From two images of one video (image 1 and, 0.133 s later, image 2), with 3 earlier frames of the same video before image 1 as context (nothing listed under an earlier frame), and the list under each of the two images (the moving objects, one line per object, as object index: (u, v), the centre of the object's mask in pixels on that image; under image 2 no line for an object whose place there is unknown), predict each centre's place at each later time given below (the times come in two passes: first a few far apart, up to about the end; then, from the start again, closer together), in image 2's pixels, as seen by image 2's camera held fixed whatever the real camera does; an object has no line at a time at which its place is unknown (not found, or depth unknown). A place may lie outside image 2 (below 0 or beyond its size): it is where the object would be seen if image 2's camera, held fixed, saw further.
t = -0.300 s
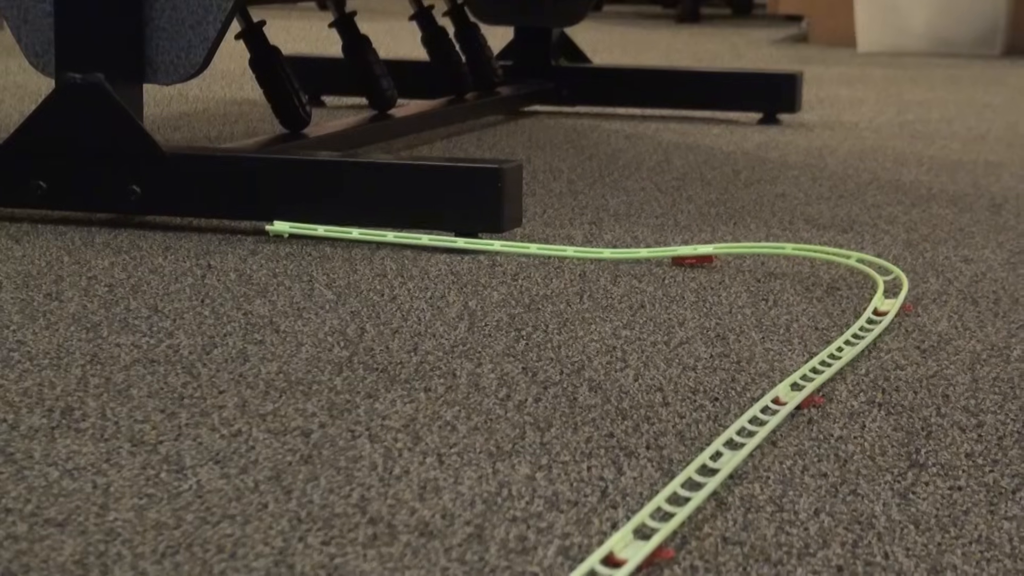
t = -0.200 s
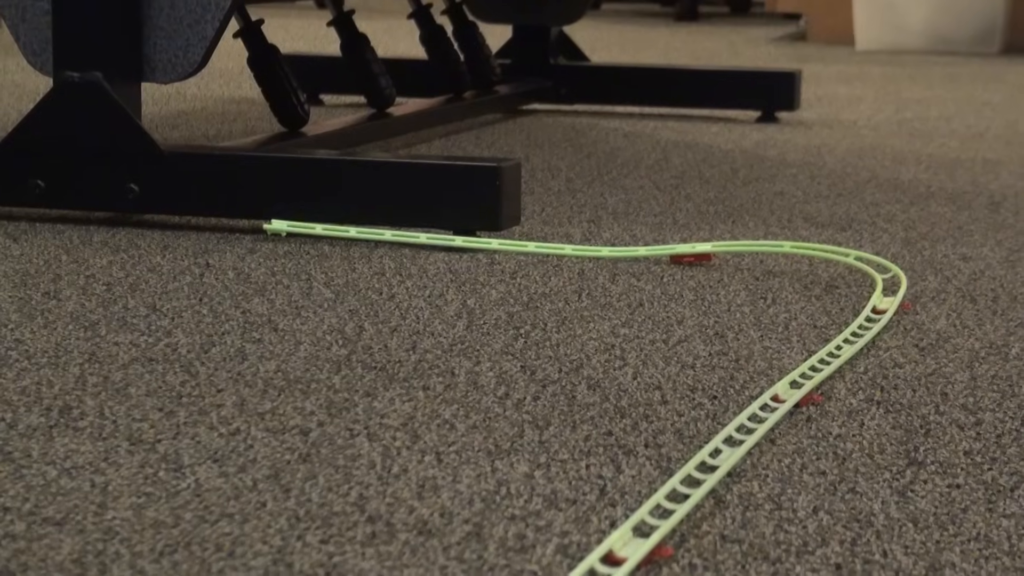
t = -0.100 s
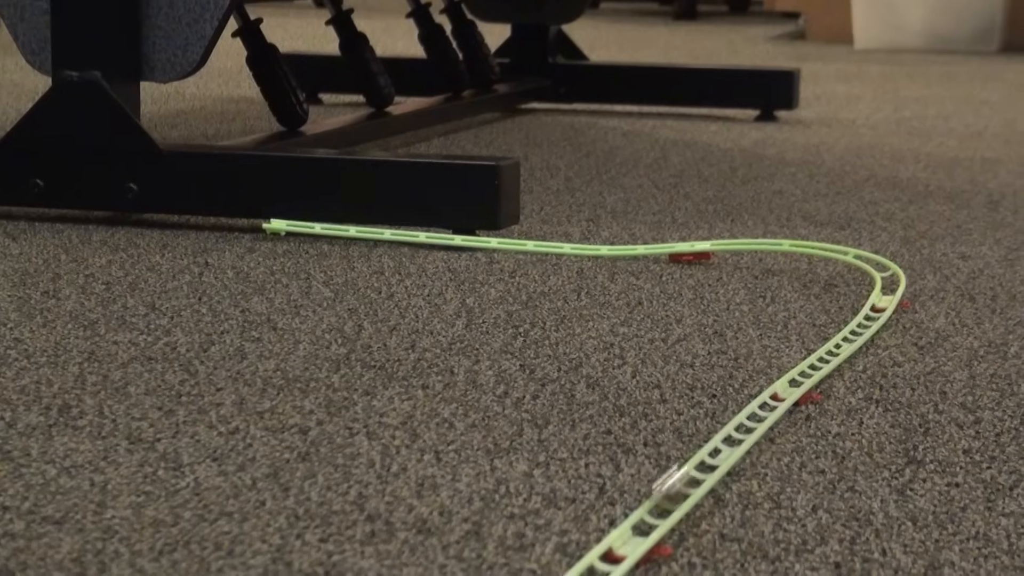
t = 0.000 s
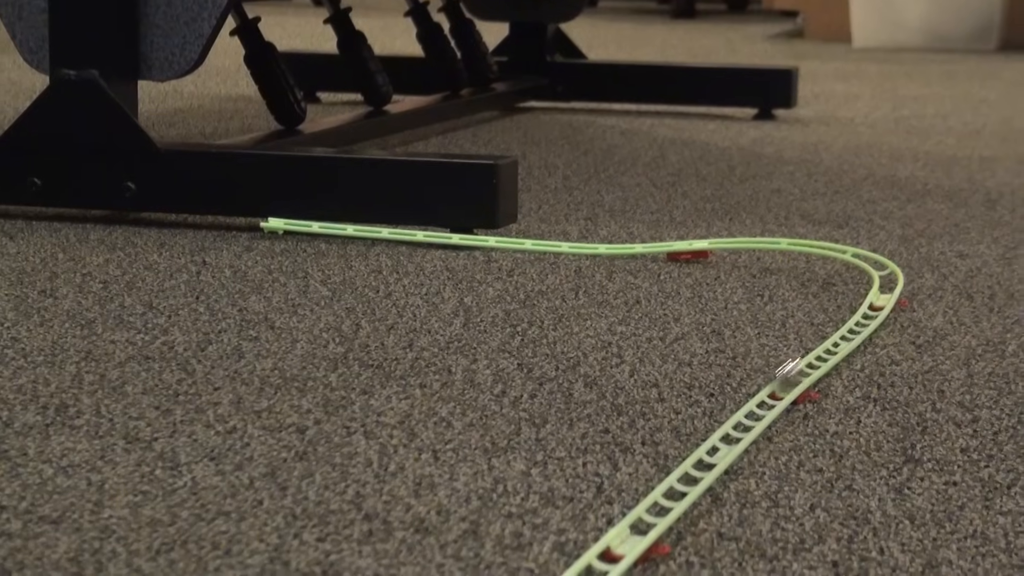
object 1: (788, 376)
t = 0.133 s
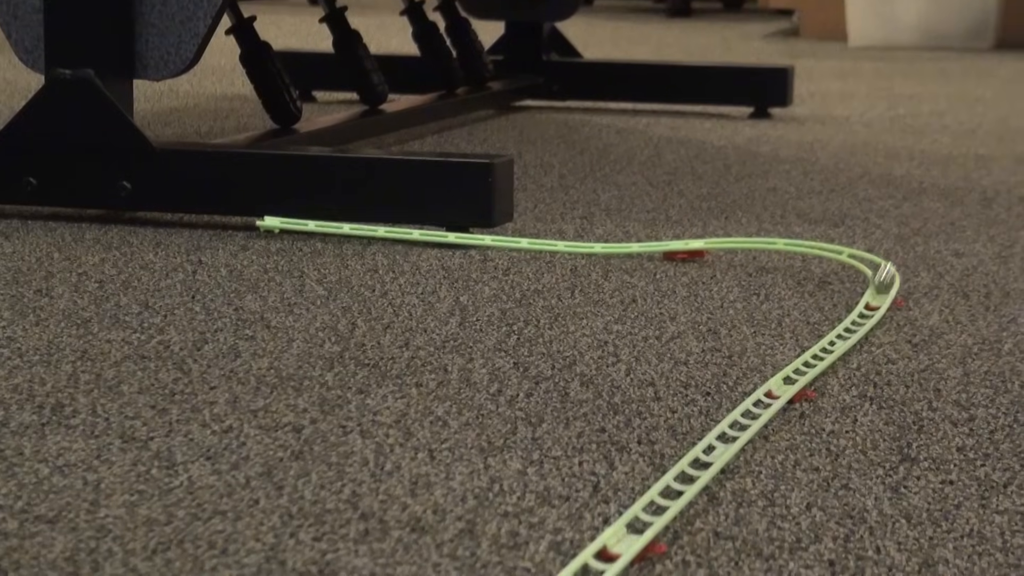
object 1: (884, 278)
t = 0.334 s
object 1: (903, 185)
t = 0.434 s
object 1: (915, 156)
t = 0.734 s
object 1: (946, 106)
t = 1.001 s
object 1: (966, 72)
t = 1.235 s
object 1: (978, 57)
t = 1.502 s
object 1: (969, 45)
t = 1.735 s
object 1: (914, 48)
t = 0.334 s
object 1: (903, 185)
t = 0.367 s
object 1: (905, 185)
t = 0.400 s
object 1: (910, 172)
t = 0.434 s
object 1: (915, 156)
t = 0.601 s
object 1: (934, 129)
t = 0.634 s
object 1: (937, 123)
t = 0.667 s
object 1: (940, 118)
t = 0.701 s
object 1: (943, 111)
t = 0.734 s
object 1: (946, 106)
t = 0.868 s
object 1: (956, 87)
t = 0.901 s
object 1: (960, 78)
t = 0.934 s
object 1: (962, 78)
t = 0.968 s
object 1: (964, 77)
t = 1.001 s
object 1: (966, 72)
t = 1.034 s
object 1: (967, 73)
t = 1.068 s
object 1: (970, 68)
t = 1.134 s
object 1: (973, 65)
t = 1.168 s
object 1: (975, 61)
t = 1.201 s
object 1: (977, 59)
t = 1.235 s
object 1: (978, 57)
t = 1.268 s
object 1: (979, 53)
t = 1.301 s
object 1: (981, 51)
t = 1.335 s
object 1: (981, 49)
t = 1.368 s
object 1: (981, 47)
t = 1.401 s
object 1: (981, 46)
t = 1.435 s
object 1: (982, 46)
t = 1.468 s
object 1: (979, 45)
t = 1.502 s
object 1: (969, 45)
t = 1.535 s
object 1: (961, 46)
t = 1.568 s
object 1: (951, 46)
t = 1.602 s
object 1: (943, 46)
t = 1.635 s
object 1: (935, 46)
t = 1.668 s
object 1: (928, 47)
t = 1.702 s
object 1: (921, 48)
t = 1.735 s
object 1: (914, 48)
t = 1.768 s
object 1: (907, 48)
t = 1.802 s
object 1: (900, 48)
